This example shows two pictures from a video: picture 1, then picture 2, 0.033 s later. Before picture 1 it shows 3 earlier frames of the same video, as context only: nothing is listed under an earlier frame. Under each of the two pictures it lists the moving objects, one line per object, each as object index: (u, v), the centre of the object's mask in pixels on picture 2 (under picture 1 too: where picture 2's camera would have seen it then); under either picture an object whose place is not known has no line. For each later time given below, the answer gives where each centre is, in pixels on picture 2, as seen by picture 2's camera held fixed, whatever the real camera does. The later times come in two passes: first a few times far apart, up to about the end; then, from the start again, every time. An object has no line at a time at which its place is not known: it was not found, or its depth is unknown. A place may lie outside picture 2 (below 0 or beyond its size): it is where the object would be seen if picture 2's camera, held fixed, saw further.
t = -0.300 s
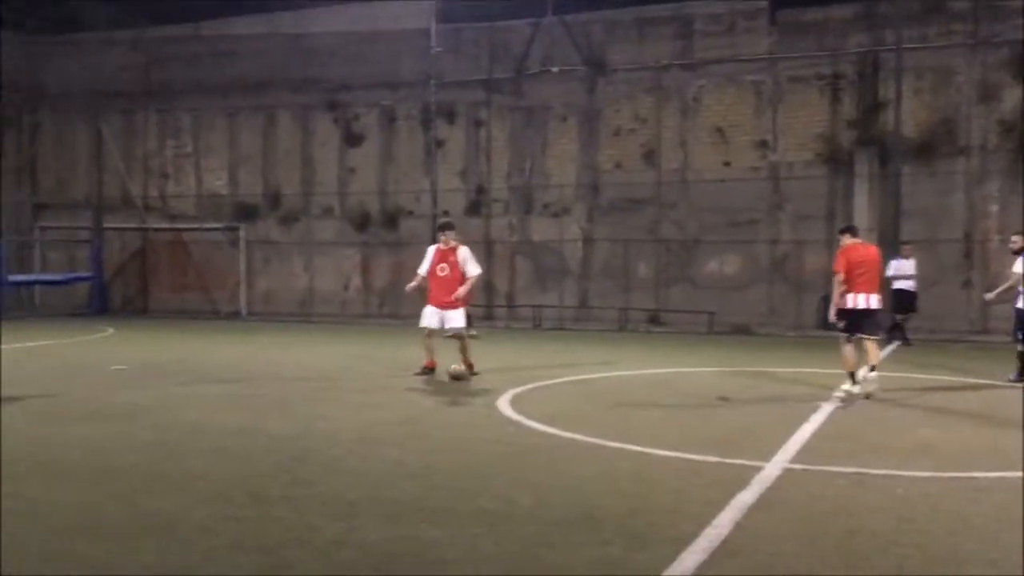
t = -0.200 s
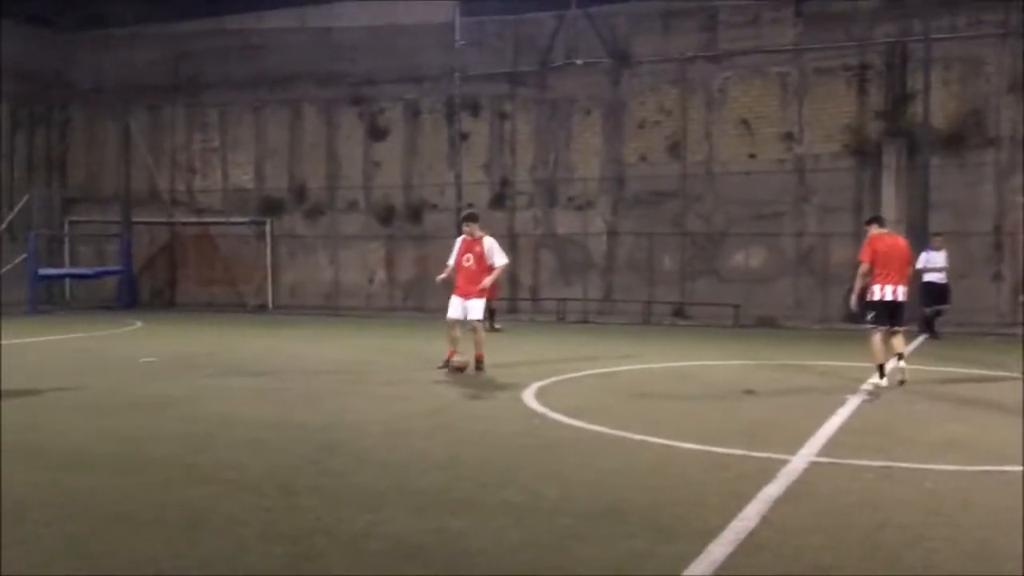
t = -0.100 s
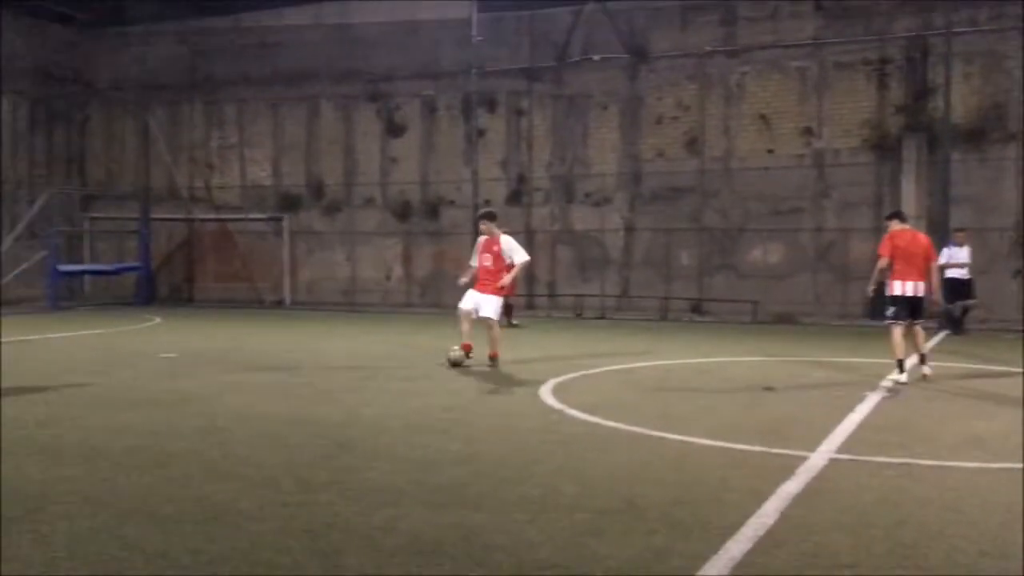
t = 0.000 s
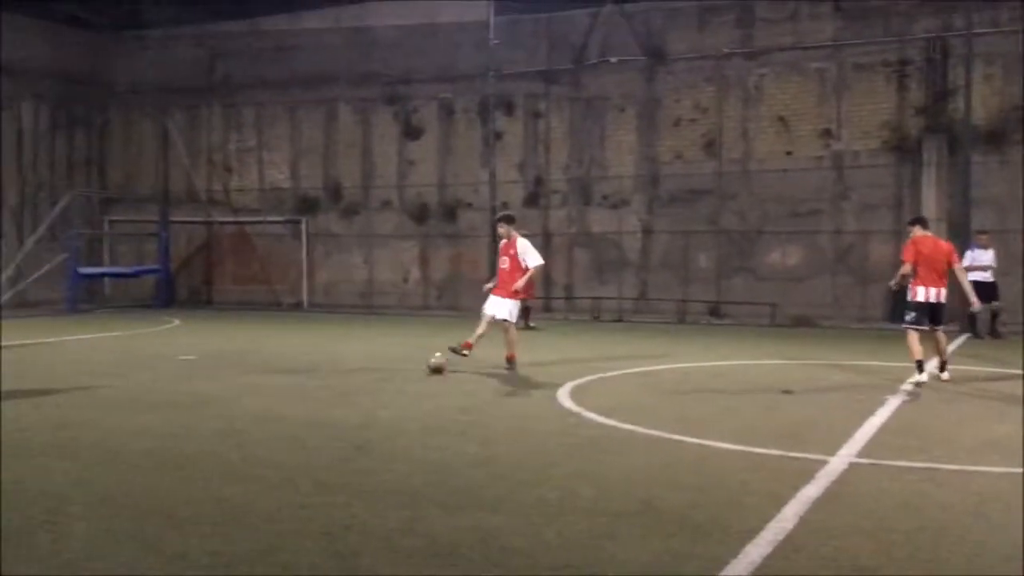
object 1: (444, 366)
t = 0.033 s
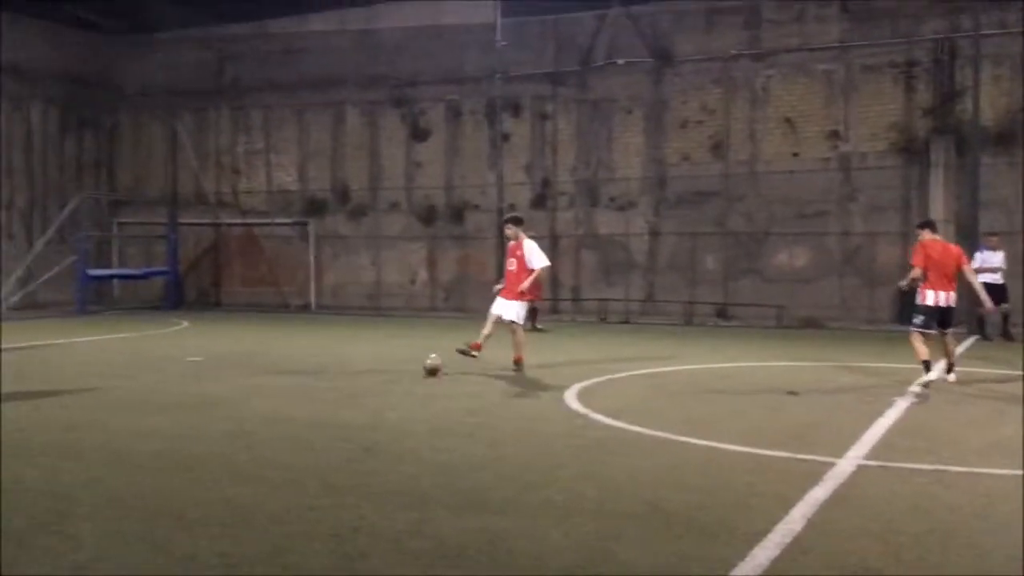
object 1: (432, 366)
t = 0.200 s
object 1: (374, 372)
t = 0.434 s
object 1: (301, 380)
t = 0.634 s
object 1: (236, 386)
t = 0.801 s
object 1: (180, 391)
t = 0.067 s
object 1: (420, 366)
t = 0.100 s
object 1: (409, 368)
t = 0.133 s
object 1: (396, 371)
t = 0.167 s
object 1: (385, 371)
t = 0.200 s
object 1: (374, 372)
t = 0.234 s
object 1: (362, 373)
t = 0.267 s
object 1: (352, 375)
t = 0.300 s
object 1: (341, 376)
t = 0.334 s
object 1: (331, 376)
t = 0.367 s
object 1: (320, 378)
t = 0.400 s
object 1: (311, 379)
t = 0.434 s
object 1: (301, 380)
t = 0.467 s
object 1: (290, 382)
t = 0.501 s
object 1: (280, 382)
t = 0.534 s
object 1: (269, 384)
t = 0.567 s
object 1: (258, 384)
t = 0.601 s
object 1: (248, 384)
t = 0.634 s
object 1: (236, 386)
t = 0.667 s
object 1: (226, 387)
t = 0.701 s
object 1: (214, 388)
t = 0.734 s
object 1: (202, 389)
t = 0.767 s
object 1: (191, 390)
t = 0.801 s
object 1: (180, 391)
